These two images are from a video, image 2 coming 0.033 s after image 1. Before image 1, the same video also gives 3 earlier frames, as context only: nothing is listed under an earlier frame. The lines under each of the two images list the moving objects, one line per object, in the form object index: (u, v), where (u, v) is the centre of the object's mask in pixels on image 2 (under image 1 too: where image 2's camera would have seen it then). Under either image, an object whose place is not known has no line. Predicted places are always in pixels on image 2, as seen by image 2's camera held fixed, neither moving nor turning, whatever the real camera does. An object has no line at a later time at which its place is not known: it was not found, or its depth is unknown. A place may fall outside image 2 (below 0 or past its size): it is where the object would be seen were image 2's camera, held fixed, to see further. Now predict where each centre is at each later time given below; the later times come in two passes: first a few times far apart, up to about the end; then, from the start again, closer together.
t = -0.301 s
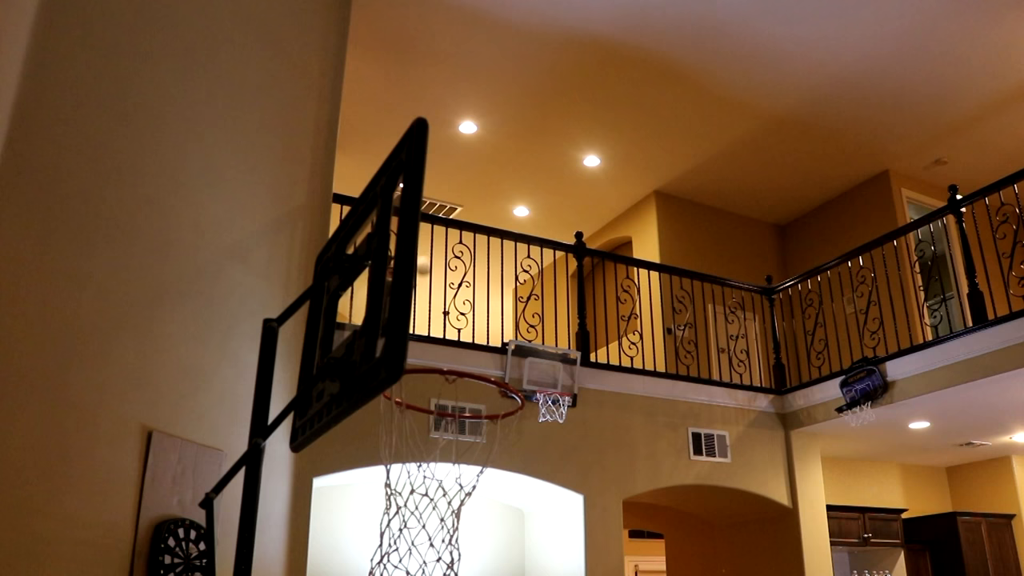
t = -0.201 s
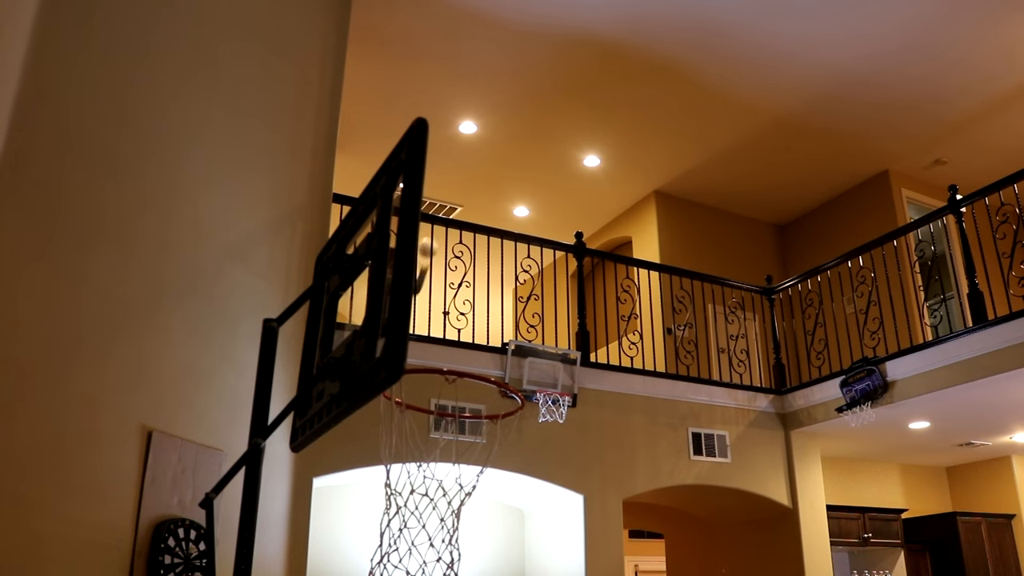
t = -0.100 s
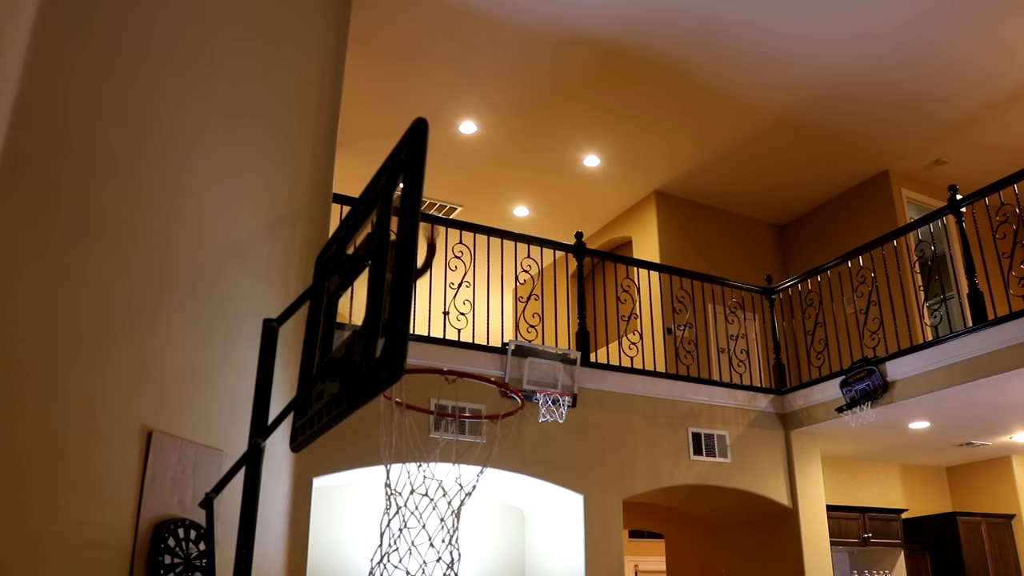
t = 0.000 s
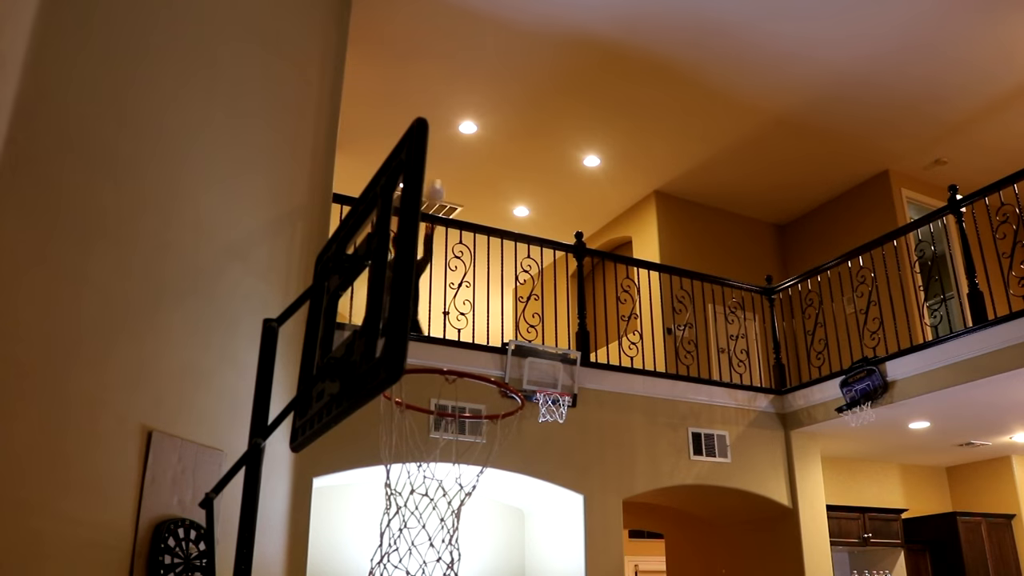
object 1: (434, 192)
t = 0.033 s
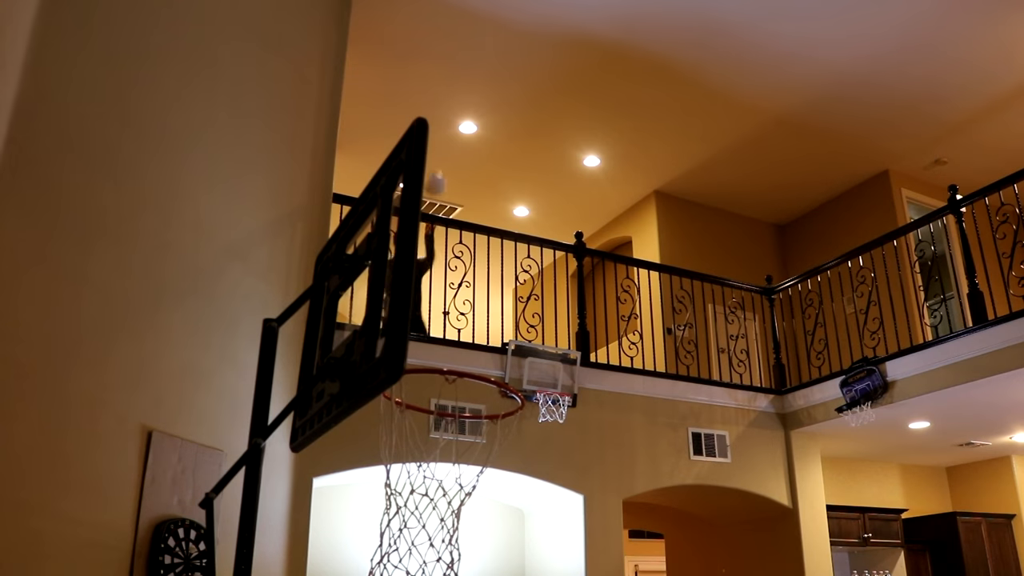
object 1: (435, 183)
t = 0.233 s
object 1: (439, 144)
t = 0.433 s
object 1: (444, 147)
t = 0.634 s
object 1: (450, 267)
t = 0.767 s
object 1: (419, 531)
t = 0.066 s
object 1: (436, 175)
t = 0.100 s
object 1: (436, 167)
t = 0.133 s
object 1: (437, 159)
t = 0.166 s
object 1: (438, 153)
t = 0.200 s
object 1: (439, 147)
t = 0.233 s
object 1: (439, 144)
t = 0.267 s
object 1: (440, 140)
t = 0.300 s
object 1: (441, 138)
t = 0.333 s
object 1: (442, 138)
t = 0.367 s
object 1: (442, 139)
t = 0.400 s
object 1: (443, 142)
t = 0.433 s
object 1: (444, 147)
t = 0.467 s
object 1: (446, 156)
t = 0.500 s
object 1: (448, 167)
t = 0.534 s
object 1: (448, 183)
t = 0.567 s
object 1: (449, 207)
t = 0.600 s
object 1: (451, 231)
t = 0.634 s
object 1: (450, 267)
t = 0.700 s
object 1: (462, 382)
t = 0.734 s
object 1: (449, 451)
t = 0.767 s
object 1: (419, 531)
